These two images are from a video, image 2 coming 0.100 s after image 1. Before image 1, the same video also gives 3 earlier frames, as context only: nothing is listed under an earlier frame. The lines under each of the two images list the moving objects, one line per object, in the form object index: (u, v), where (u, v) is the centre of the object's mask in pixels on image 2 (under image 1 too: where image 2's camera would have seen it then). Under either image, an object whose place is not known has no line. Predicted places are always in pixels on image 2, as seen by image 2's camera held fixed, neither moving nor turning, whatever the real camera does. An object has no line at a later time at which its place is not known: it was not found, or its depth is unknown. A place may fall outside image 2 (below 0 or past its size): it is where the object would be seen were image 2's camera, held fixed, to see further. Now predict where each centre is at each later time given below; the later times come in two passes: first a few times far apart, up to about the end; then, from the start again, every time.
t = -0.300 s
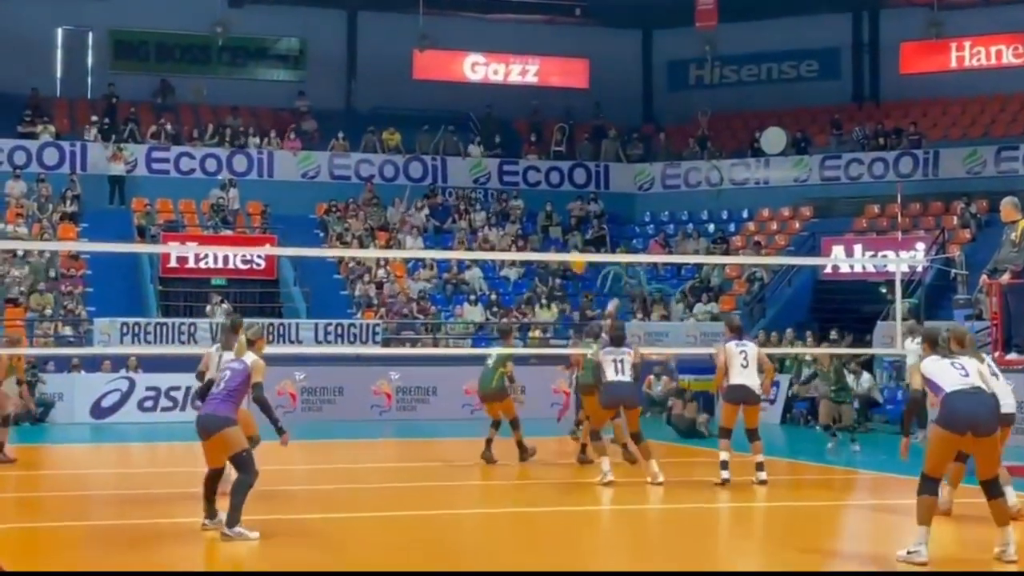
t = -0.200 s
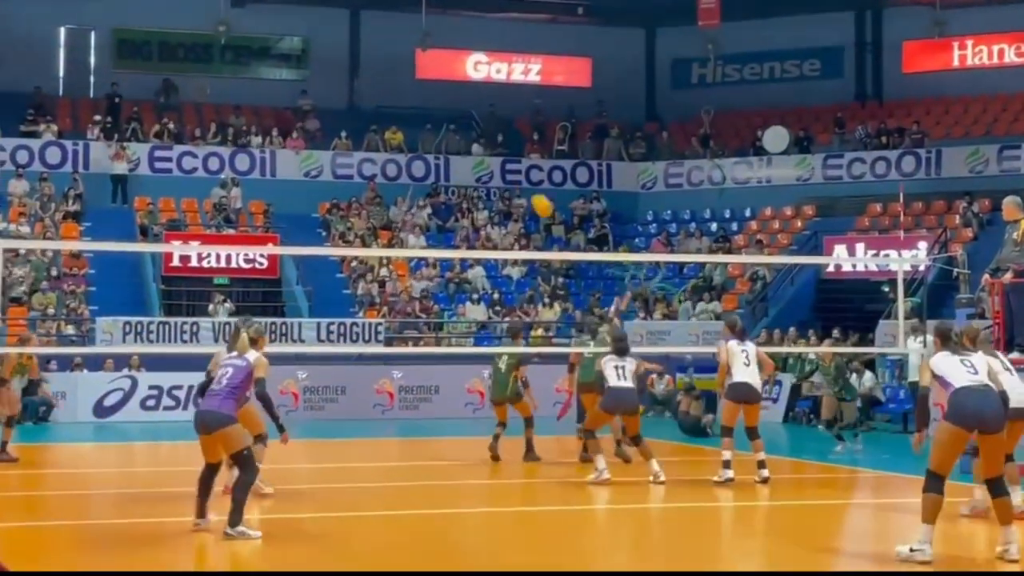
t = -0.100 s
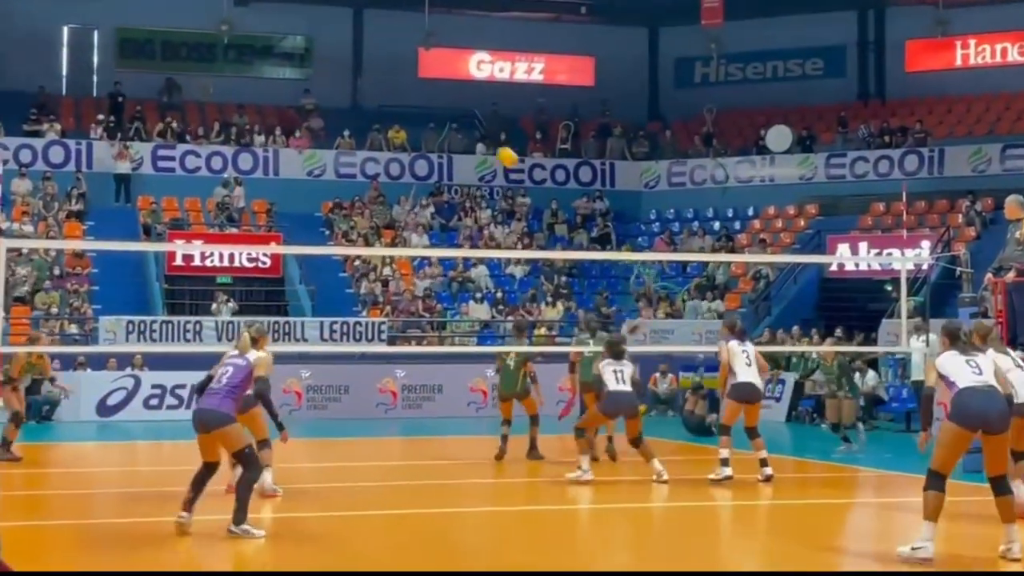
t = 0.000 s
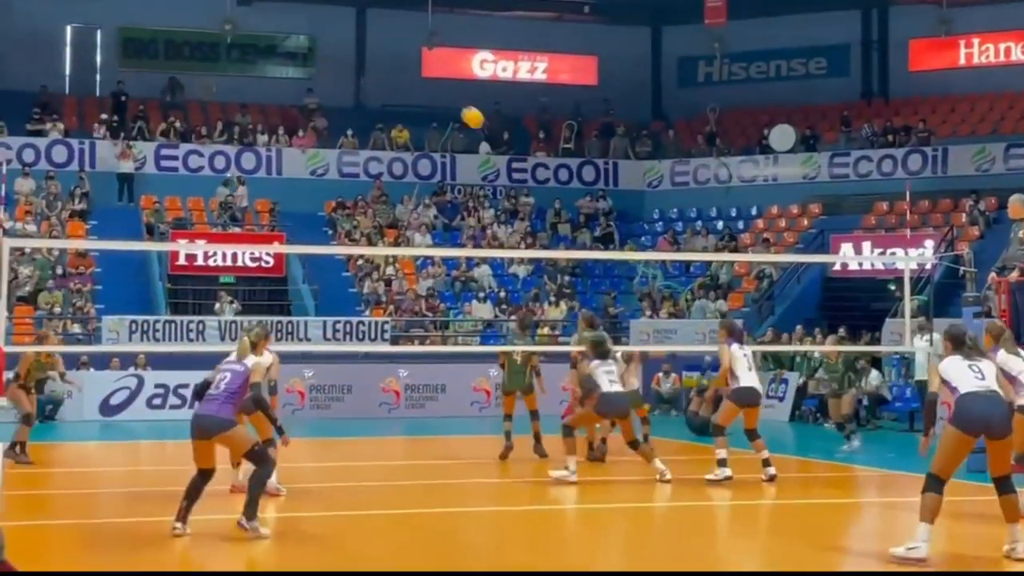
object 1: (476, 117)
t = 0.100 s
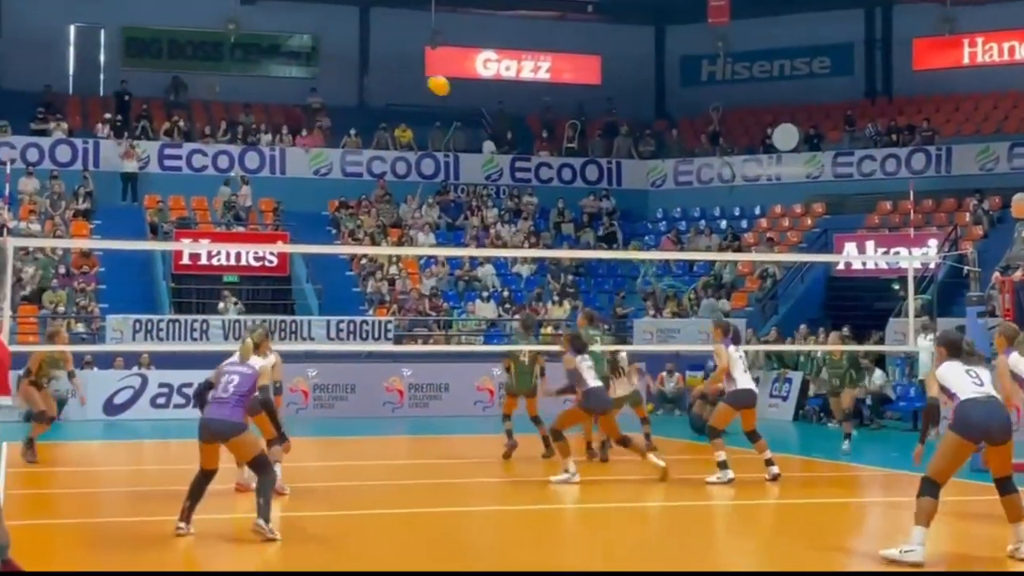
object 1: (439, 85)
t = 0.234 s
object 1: (388, 53)
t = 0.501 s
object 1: (286, 34)
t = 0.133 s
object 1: (425, 76)
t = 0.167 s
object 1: (413, 67)
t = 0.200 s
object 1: (400, 60)
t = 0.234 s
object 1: (388, 53)
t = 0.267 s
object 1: (375, 48)
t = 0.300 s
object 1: (362, 43)
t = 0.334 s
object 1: (350, 39)
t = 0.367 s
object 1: (337, 37)
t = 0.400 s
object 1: (324, 35)
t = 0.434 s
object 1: (311, 34)
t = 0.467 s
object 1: (298, 34)
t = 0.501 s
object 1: (286, 34)
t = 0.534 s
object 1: (272, 36)
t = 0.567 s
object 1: (258, 38)
